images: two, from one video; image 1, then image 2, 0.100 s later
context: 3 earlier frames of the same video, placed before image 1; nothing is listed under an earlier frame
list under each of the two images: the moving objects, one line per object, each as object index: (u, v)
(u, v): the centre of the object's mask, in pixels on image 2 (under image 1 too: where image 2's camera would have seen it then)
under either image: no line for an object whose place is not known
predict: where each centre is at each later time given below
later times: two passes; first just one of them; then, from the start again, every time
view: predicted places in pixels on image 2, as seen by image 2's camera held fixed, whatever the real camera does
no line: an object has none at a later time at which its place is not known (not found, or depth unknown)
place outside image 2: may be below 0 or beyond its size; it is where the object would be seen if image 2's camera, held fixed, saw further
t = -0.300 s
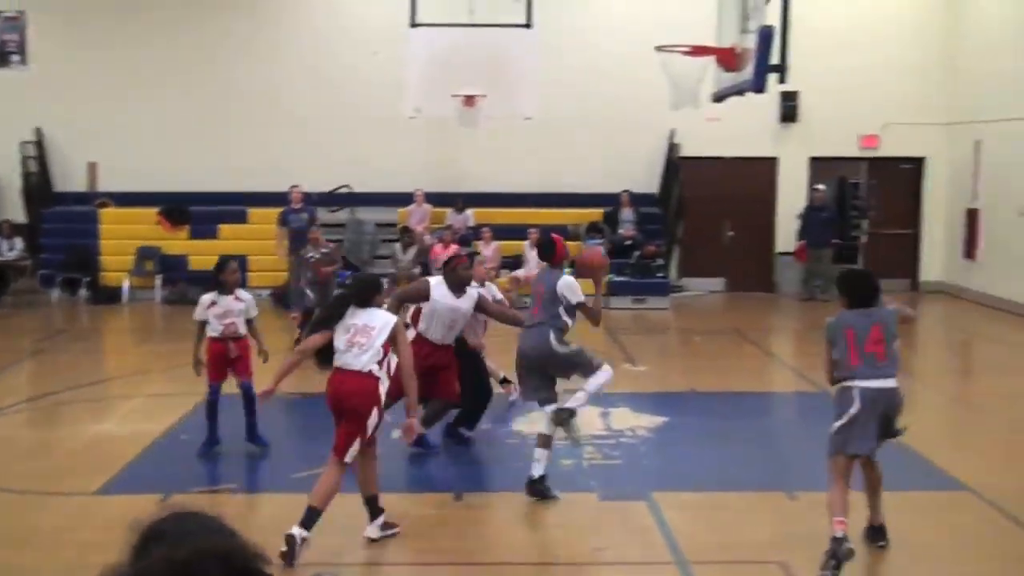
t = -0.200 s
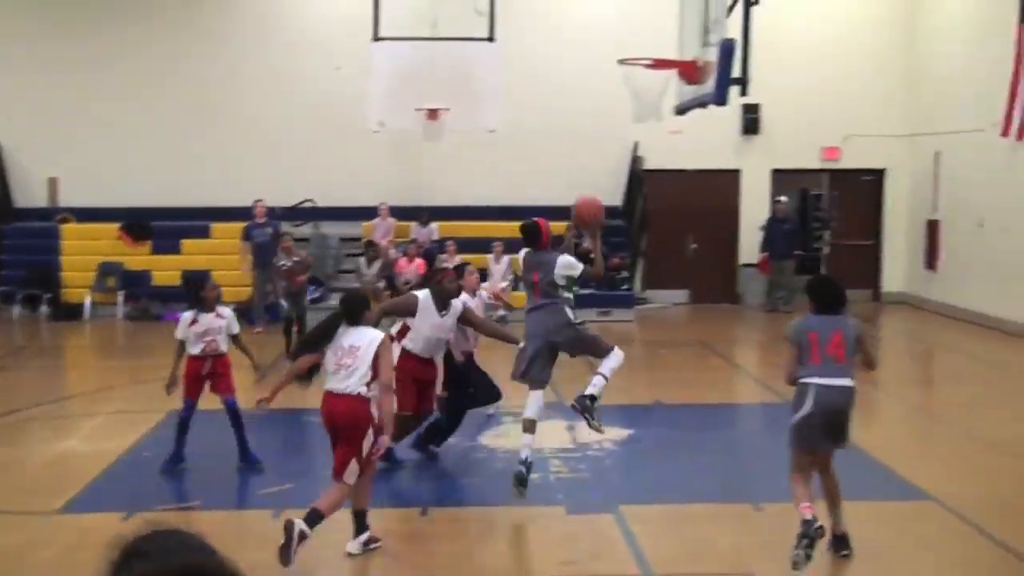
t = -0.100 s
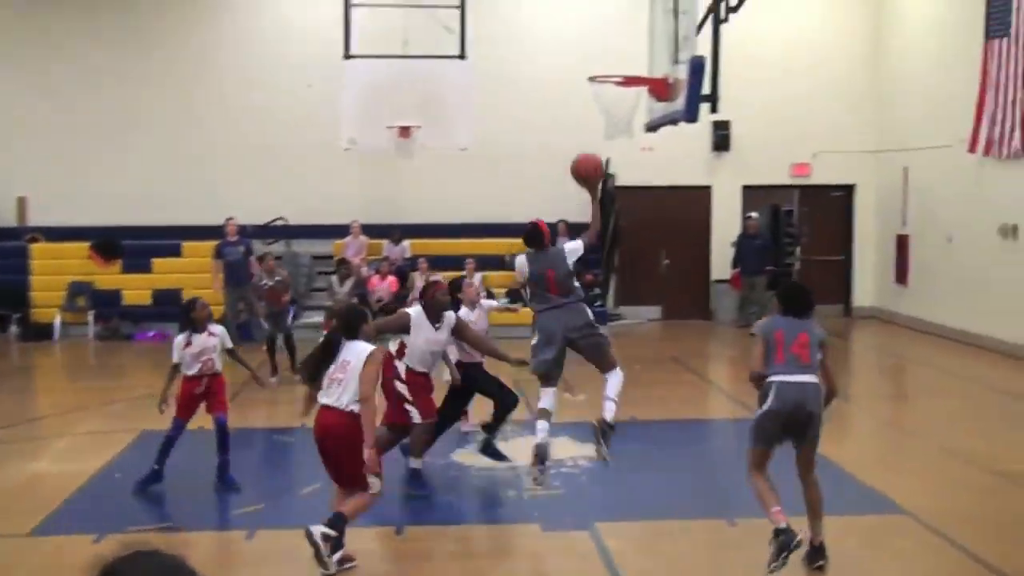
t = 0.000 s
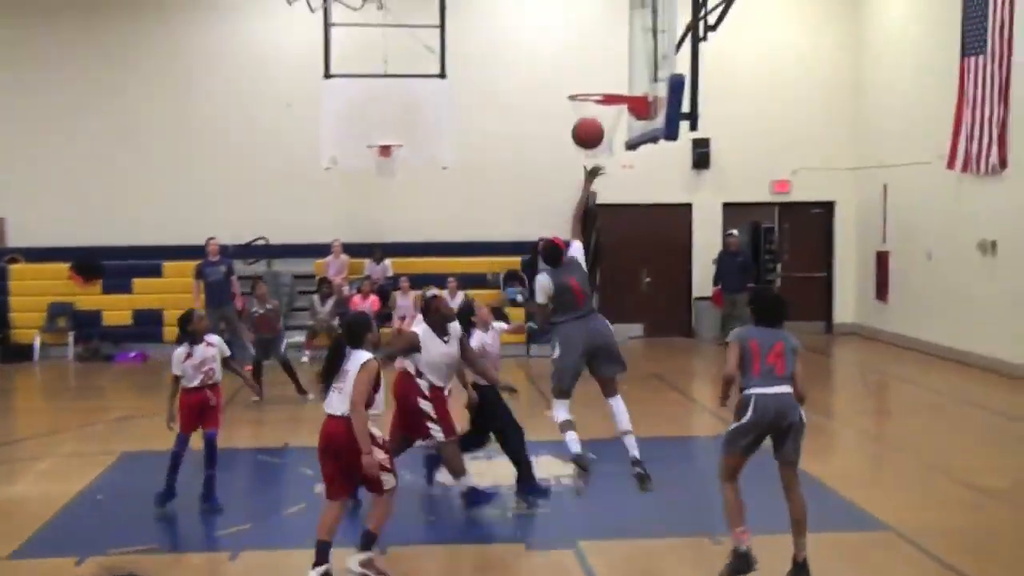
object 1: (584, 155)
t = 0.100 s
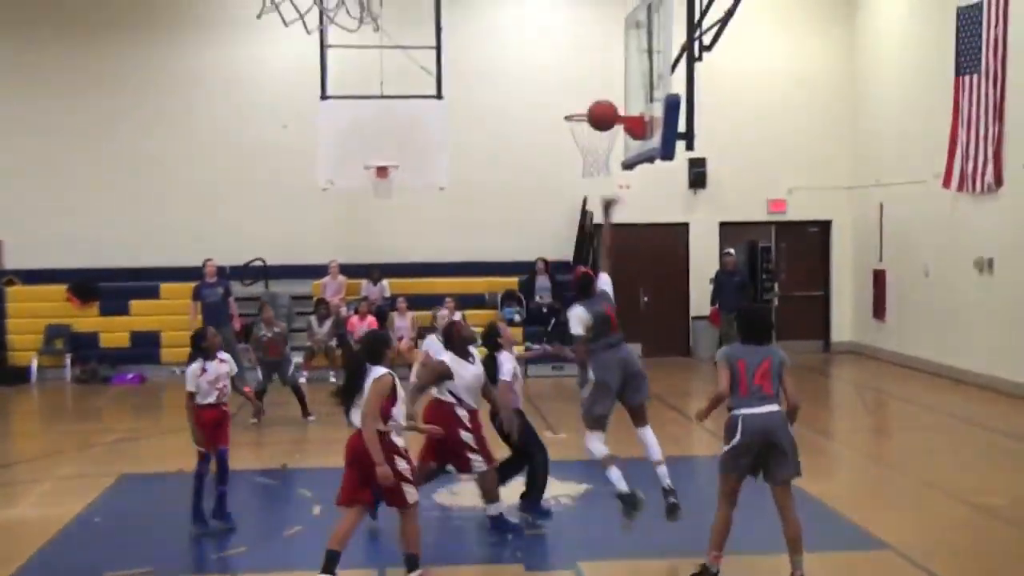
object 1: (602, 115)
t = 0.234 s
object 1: (625, 88)
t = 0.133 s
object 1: (608, 107)
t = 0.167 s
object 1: (614, 99)
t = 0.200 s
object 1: (620, 93)
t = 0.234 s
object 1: (625, 88)
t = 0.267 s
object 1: (631, 85)
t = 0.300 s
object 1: (636, 84)
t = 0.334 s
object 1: (631, 84)
